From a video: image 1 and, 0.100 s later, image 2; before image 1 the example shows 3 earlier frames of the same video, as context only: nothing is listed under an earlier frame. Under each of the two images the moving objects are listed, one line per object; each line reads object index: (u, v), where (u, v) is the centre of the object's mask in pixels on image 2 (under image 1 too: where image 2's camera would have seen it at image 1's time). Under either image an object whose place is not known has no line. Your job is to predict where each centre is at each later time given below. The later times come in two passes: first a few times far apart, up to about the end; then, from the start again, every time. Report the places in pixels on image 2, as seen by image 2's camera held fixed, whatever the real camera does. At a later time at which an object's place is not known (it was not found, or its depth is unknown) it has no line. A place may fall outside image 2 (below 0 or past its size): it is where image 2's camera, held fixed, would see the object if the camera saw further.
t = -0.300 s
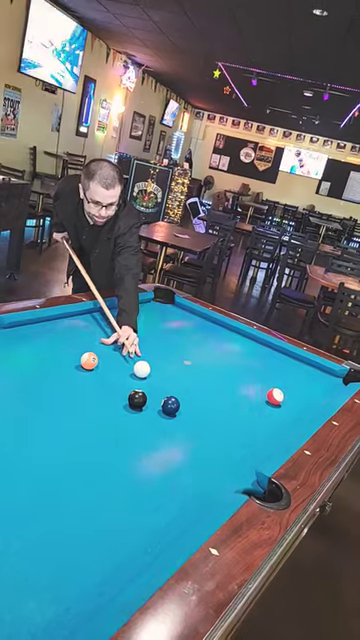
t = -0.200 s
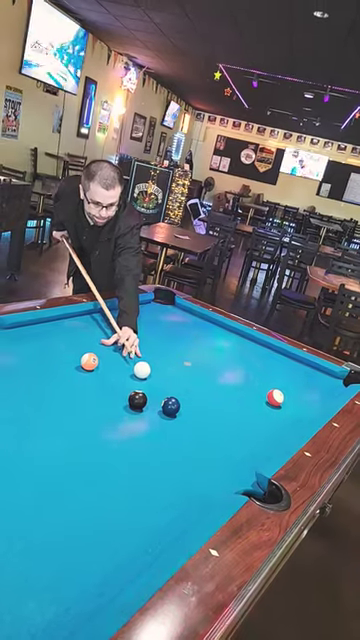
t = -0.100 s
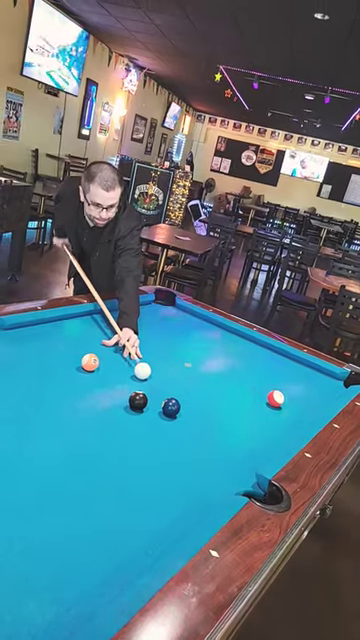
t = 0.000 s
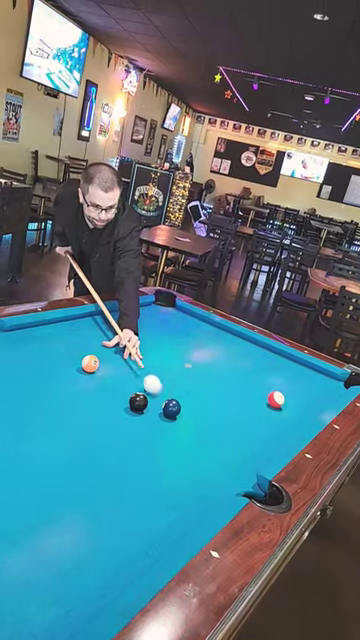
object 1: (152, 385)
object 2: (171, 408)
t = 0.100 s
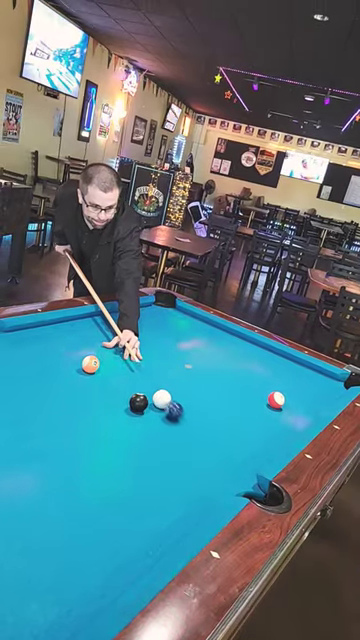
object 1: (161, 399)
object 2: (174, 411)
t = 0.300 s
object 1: (163, 406)
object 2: (197, 437)
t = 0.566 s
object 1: (165, 417)
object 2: (229, 473)
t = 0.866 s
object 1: (167, 428)
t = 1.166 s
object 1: (169, 439)
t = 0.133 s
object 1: (161, 399)
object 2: (178, 416)
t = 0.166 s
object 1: (162, 401)
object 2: (182, 420)
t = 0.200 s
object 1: (162, 402)
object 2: (186, 425)
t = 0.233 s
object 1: (162, 403)
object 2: (190, 429)
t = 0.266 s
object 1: (162, 405)
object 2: (194, 433)
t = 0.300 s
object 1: (163, 406)
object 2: (197, 437)
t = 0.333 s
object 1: (163, 408)
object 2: (201, 441)
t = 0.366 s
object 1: (163, 409)
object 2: (205, 445)
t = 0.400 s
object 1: (164, 410)
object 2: (209, 450)
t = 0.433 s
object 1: (164, 411)
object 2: (212, 454)
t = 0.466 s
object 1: (164, 413)
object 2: (217, 458)
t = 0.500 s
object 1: (165, 414)
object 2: (221, 462)
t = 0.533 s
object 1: (165, 416)
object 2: (225, 467)
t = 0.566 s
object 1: (165, 417)
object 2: (229, 473)
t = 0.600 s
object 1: (165, 418)
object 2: (234, 478)
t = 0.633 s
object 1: (165, 419)
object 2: (238, 482)
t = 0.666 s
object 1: (166, 421)
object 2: (243, 487)
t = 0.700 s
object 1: (166, 422)
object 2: (245, 491)
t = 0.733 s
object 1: (166, 424)
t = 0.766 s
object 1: (167, 425)
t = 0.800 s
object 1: (167, 426)
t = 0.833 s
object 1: (167, 427)
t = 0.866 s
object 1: (167, 428)
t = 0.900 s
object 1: (167, 429)
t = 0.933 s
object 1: (168, 430)
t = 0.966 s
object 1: (168, 431)
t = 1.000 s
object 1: (168, 433)
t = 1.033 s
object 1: (168, 434)
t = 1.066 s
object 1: (168, 435)
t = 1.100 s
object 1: (169, 437)
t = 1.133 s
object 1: (169, 438)
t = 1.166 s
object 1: (169, 439)
